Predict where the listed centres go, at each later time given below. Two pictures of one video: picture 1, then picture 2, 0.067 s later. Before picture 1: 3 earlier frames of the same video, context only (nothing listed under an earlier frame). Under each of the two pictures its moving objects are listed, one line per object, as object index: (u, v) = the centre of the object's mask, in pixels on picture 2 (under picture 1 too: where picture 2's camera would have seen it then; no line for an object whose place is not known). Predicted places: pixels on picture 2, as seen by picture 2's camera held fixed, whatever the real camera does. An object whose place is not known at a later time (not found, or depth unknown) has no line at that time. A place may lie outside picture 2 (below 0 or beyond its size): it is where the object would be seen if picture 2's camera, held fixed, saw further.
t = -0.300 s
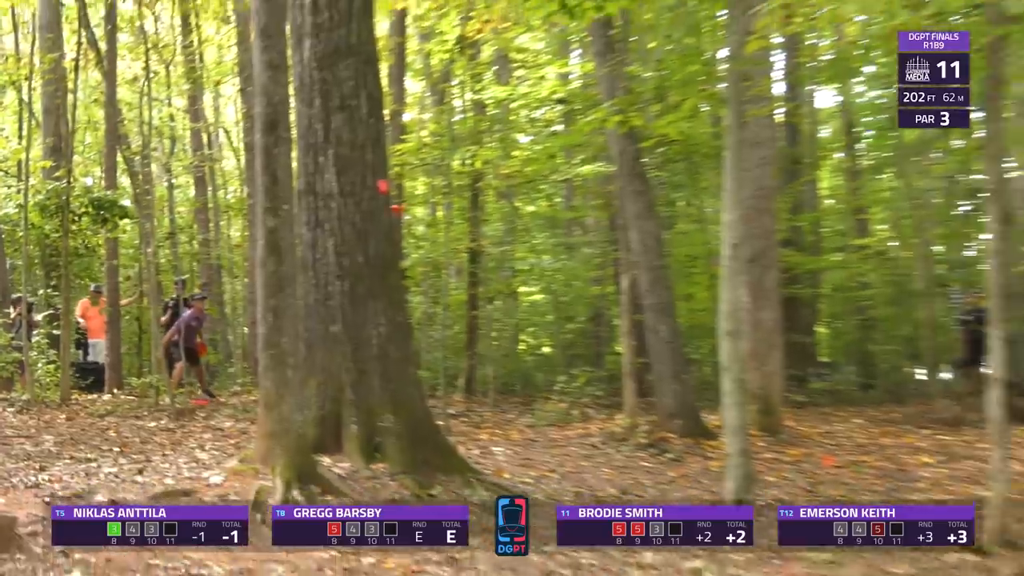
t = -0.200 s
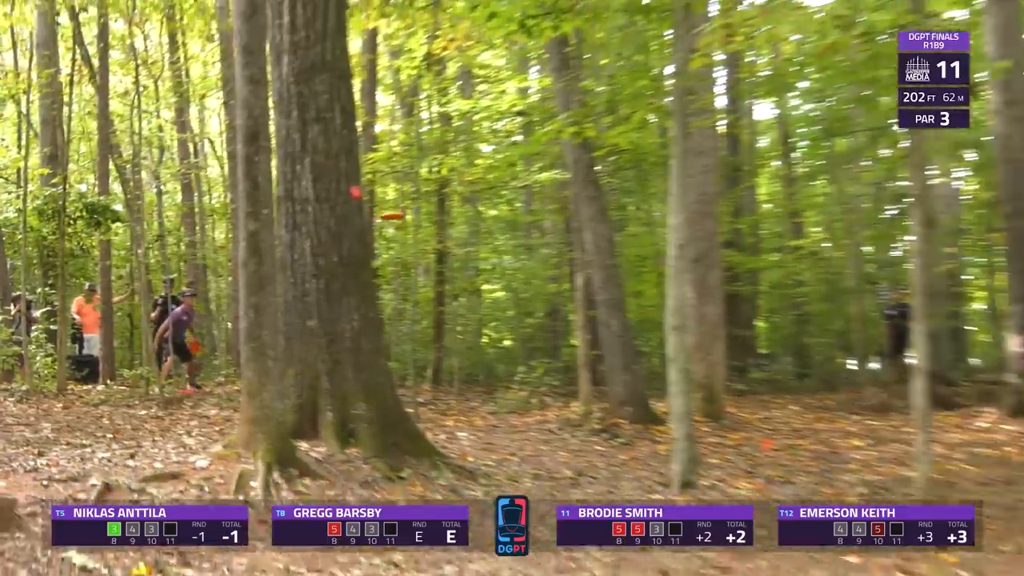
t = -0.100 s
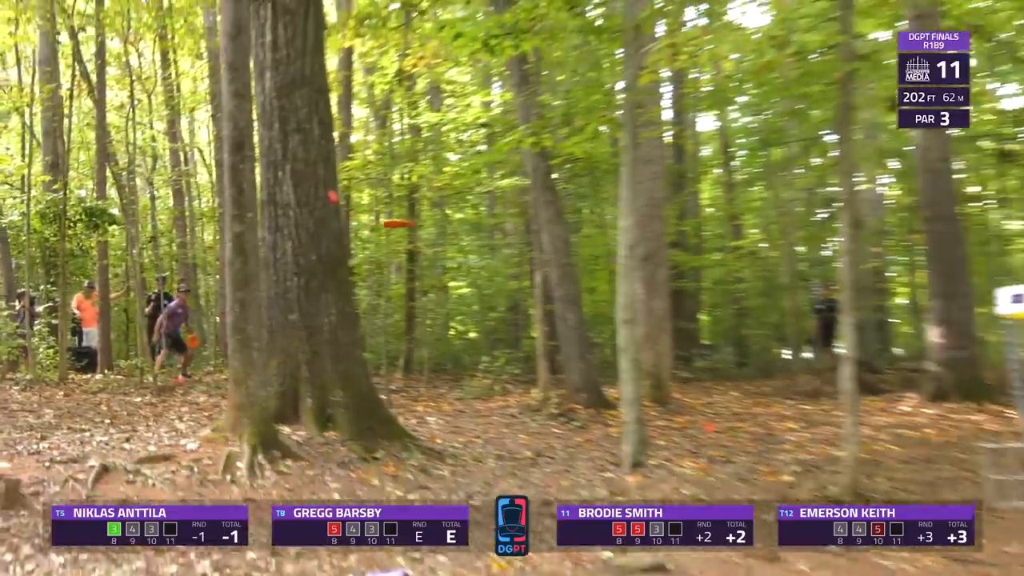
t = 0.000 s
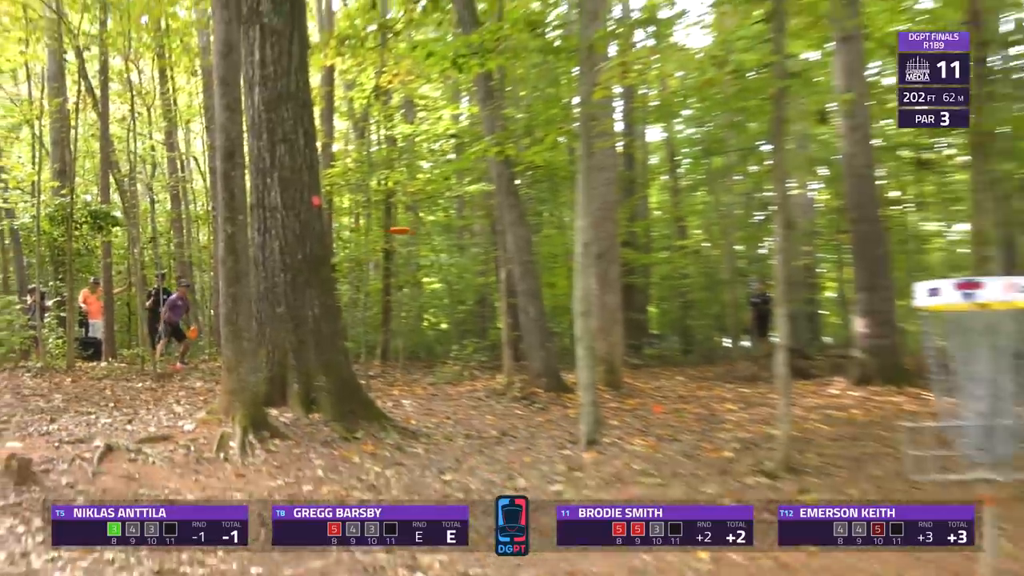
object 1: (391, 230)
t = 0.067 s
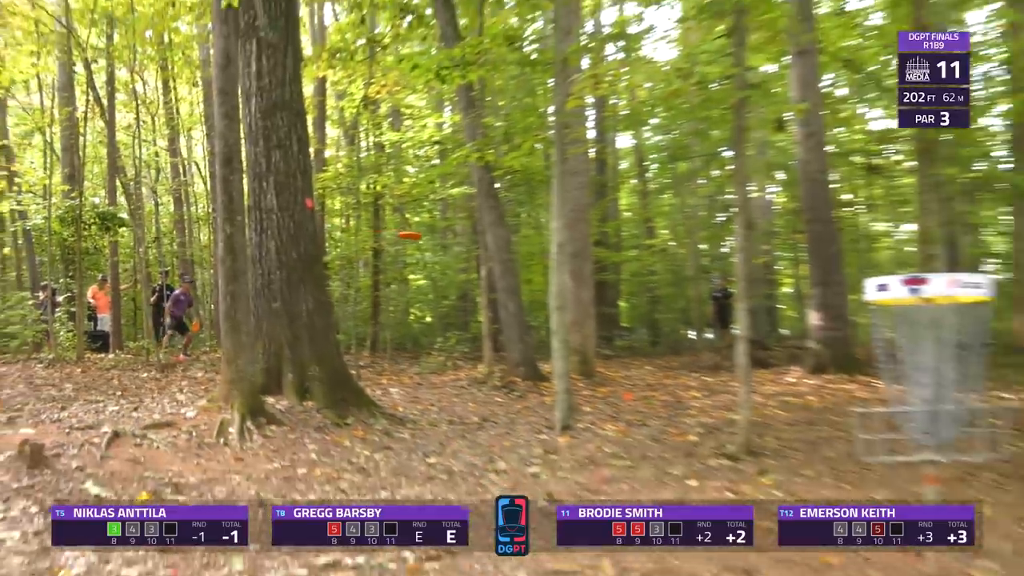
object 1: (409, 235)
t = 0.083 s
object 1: (414, 236)
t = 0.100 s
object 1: (419, 238)
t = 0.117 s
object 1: (423, 239)
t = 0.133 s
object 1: (429, 241)
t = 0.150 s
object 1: (432, 242)
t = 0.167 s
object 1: (437, 244)
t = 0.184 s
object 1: (442, 246)
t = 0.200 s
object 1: (449, 249)
